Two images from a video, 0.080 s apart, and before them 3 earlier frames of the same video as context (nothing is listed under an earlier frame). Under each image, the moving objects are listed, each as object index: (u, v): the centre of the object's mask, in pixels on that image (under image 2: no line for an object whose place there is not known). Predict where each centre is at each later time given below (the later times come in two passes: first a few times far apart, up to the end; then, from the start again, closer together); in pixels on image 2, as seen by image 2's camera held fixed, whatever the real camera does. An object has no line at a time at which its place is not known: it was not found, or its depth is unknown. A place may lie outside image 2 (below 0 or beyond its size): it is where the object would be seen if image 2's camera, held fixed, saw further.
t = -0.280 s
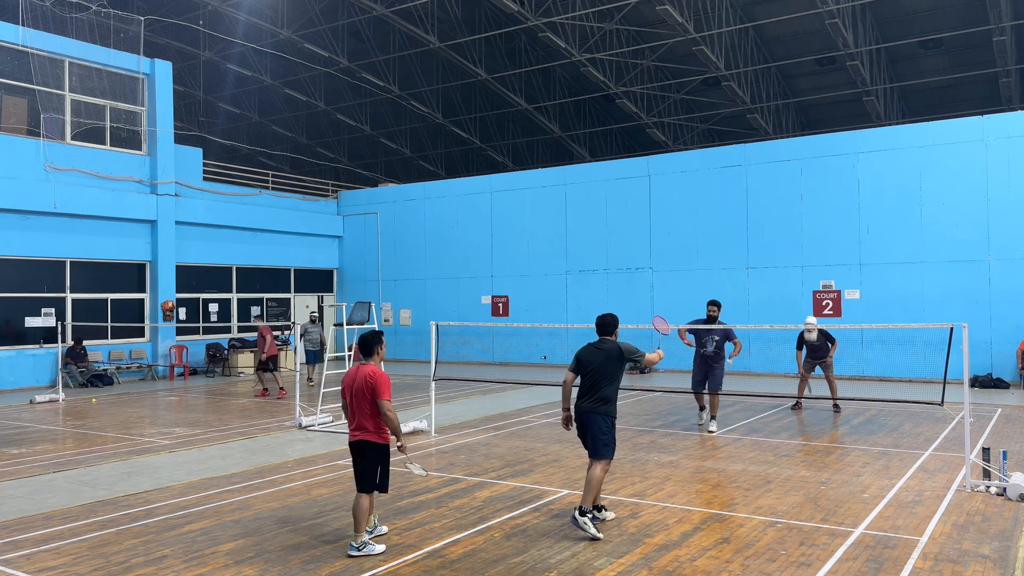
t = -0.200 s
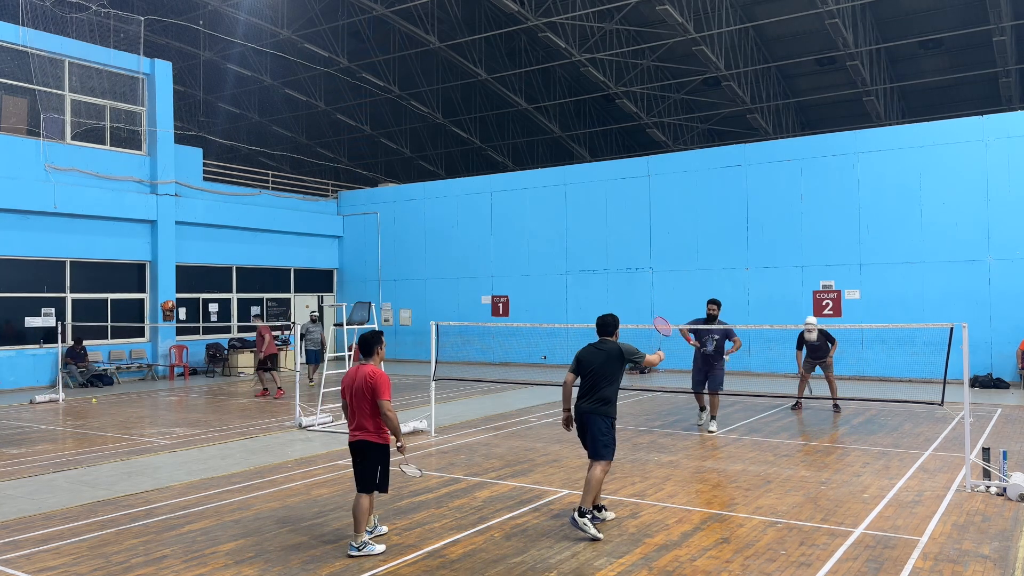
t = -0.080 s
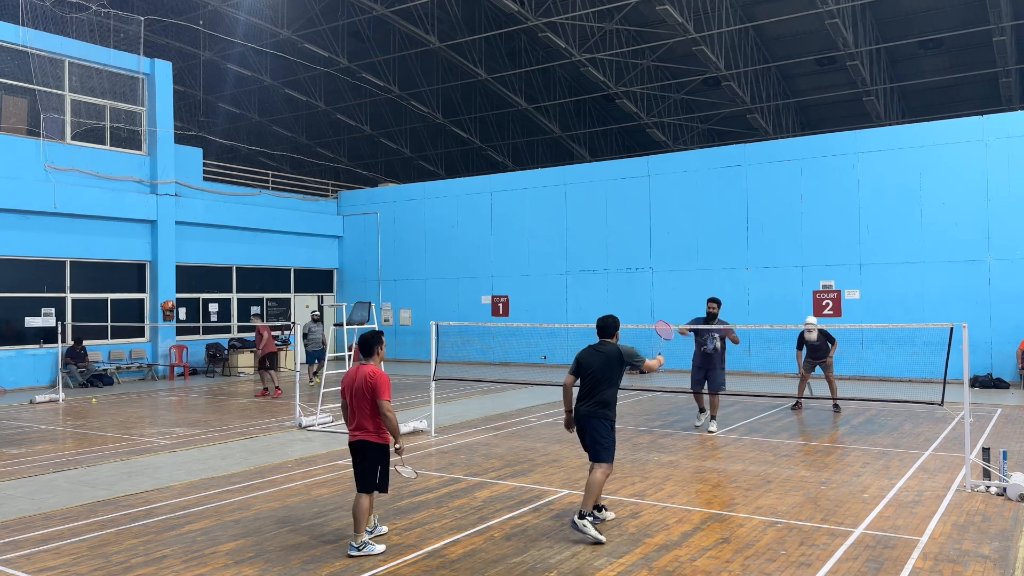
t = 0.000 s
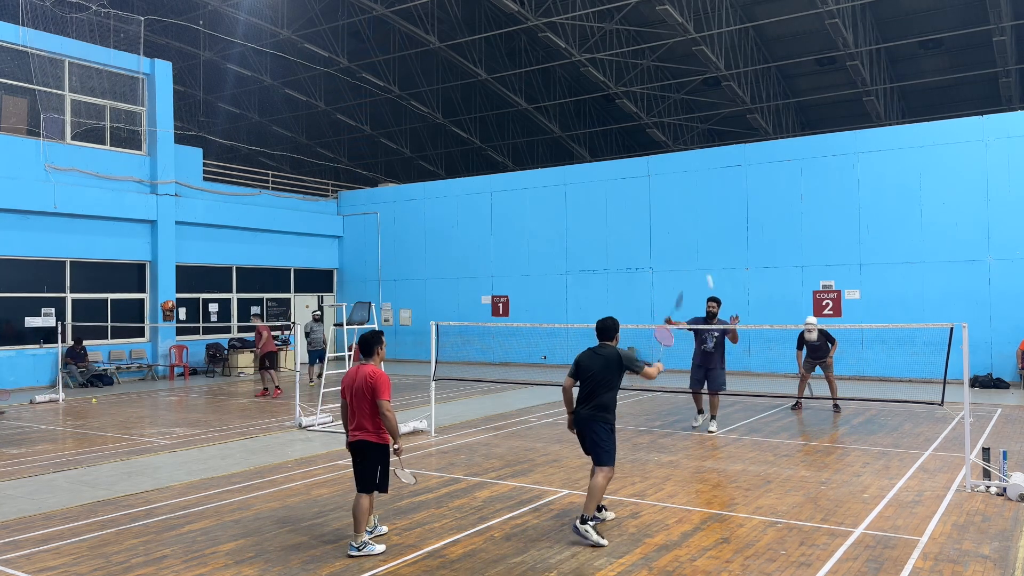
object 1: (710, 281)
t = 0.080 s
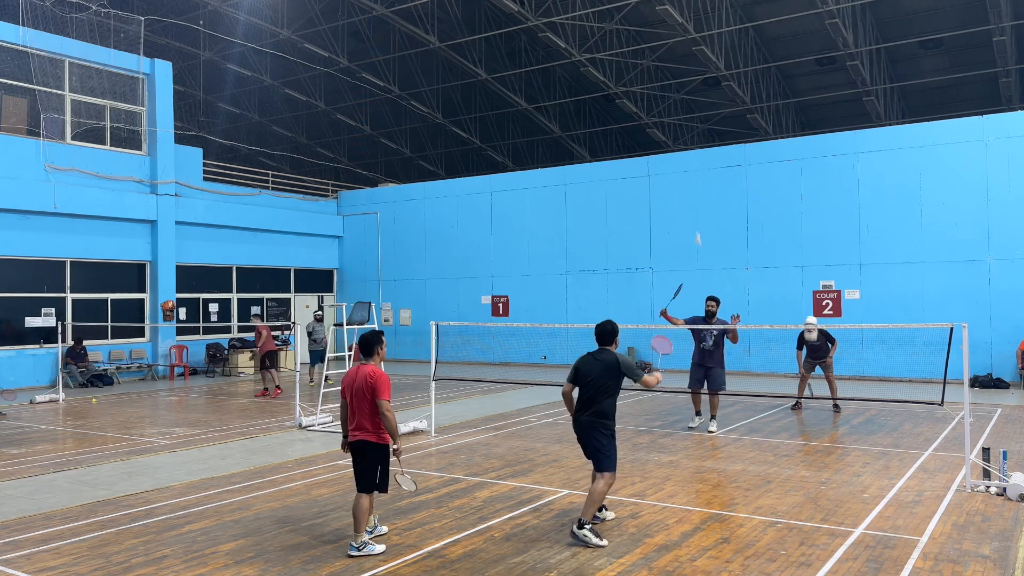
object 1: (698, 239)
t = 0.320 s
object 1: (668, 141)
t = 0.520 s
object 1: (642, 107)
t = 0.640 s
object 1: (624, 113)
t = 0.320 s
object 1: (668, 141)
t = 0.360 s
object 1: (663, 131)
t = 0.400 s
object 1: (658, 123)
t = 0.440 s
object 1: (653, 115)
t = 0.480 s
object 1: (648, 110)
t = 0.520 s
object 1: (642, 107)
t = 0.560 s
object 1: (635, 107)
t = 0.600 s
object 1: (630, 108)
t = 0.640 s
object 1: (624, 113)
